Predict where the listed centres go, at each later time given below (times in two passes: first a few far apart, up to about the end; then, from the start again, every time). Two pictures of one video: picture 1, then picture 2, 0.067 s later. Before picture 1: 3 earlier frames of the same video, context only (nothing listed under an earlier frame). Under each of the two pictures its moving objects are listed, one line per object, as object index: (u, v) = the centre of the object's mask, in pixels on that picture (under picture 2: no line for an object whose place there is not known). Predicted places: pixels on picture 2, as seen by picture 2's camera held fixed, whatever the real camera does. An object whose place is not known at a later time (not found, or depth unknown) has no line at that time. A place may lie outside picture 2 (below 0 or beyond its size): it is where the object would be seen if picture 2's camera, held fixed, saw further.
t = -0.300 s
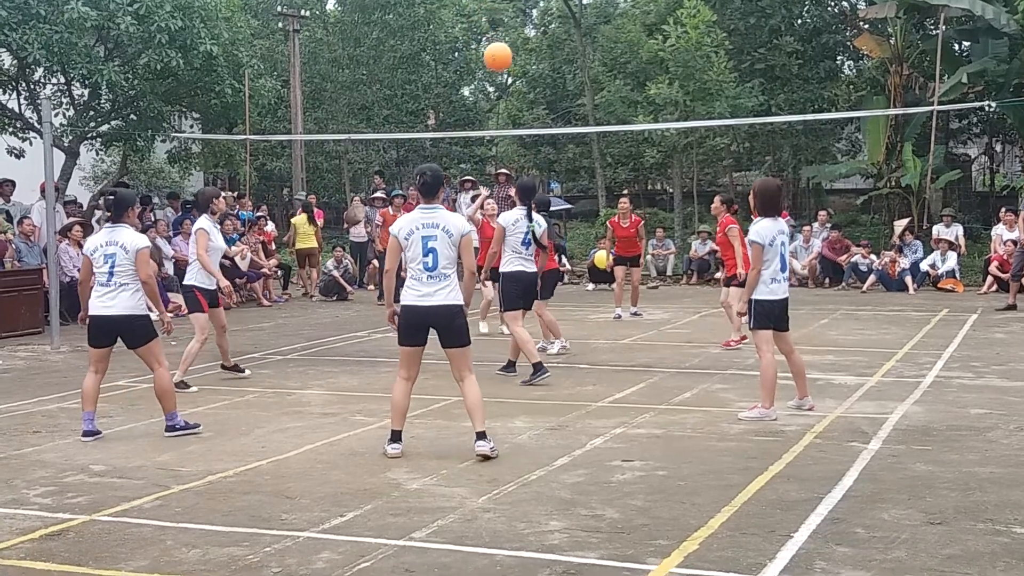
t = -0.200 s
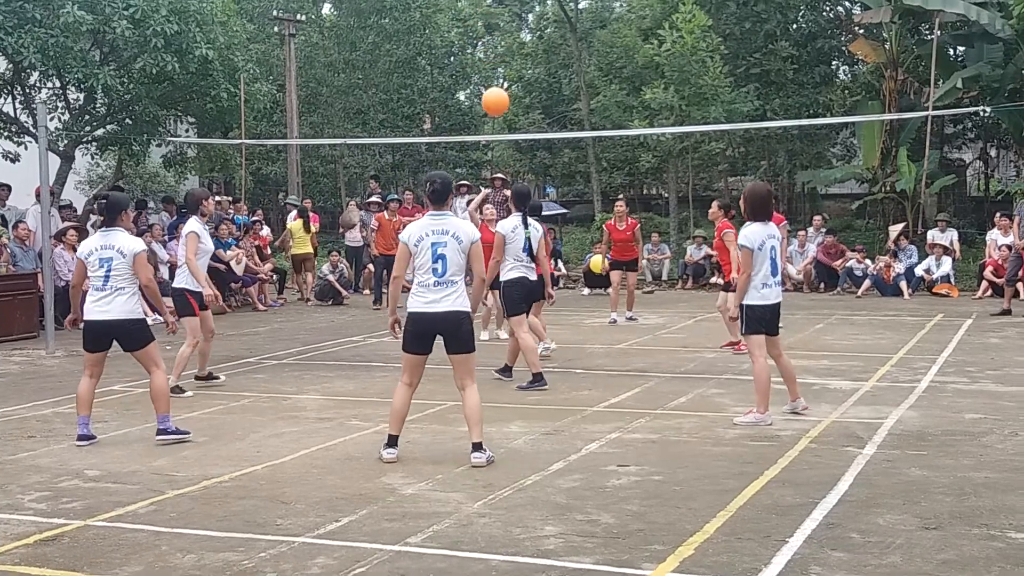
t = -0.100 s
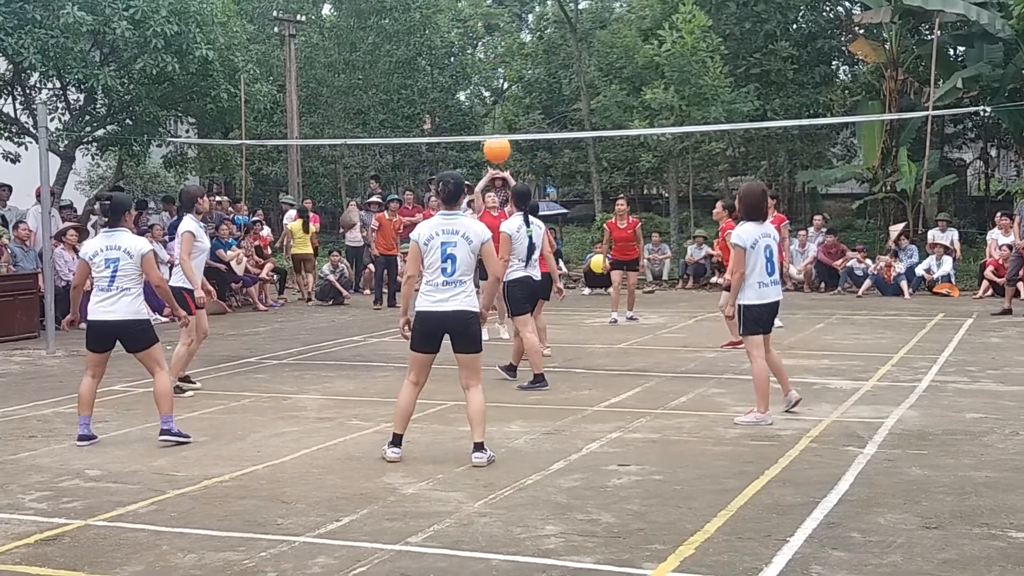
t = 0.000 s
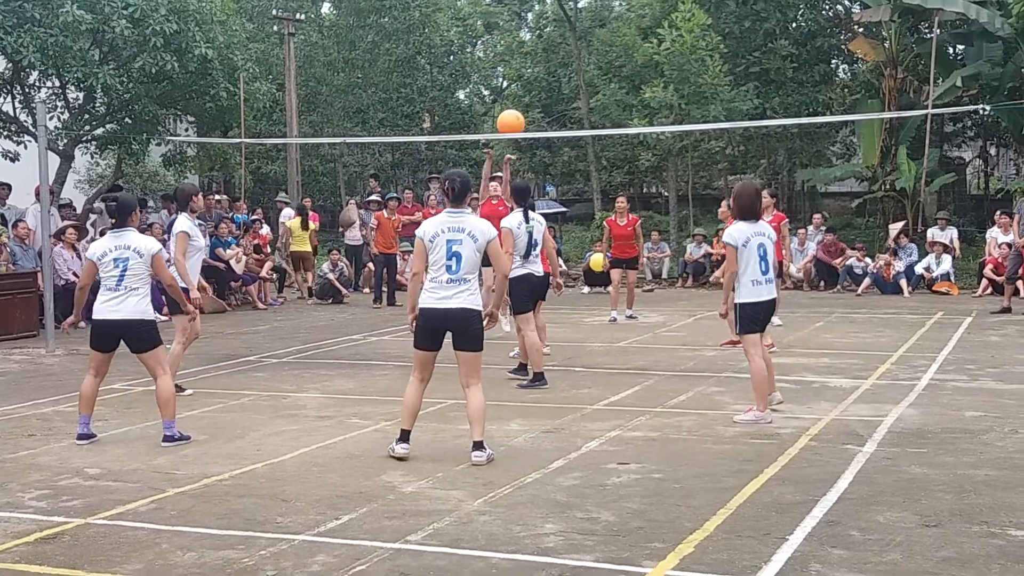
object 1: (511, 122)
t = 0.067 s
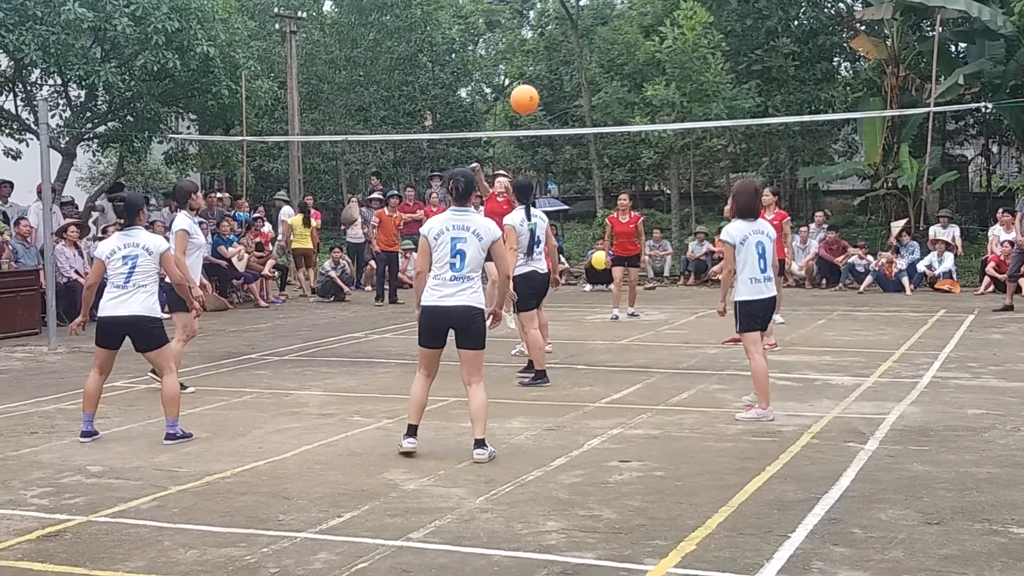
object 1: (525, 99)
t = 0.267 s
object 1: (561, 55)
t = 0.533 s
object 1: (607, 61)
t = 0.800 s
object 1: (658, 169)
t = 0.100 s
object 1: (531, 89)
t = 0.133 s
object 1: (537, 80)
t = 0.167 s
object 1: (543, 72)
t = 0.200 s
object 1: (549, 65)
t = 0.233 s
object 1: (555, 60)
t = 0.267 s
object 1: (561, 55)
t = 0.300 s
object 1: (567, 52)
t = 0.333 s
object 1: (573, 49)
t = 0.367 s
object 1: (578, 48)
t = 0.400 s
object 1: (583, 48)
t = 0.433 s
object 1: (589, 50)
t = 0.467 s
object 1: (594, 52)
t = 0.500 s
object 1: (600, 57)
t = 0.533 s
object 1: (607, 61)
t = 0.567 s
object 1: (613, 69)
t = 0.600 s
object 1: (619, 78)
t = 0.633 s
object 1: (625, 89)
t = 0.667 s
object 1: (631, 101)
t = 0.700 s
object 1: (638, 115)
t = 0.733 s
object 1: (644, 131)
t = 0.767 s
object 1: (651, 149)
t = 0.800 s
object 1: (658, 169)
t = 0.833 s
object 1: (664, 191)
